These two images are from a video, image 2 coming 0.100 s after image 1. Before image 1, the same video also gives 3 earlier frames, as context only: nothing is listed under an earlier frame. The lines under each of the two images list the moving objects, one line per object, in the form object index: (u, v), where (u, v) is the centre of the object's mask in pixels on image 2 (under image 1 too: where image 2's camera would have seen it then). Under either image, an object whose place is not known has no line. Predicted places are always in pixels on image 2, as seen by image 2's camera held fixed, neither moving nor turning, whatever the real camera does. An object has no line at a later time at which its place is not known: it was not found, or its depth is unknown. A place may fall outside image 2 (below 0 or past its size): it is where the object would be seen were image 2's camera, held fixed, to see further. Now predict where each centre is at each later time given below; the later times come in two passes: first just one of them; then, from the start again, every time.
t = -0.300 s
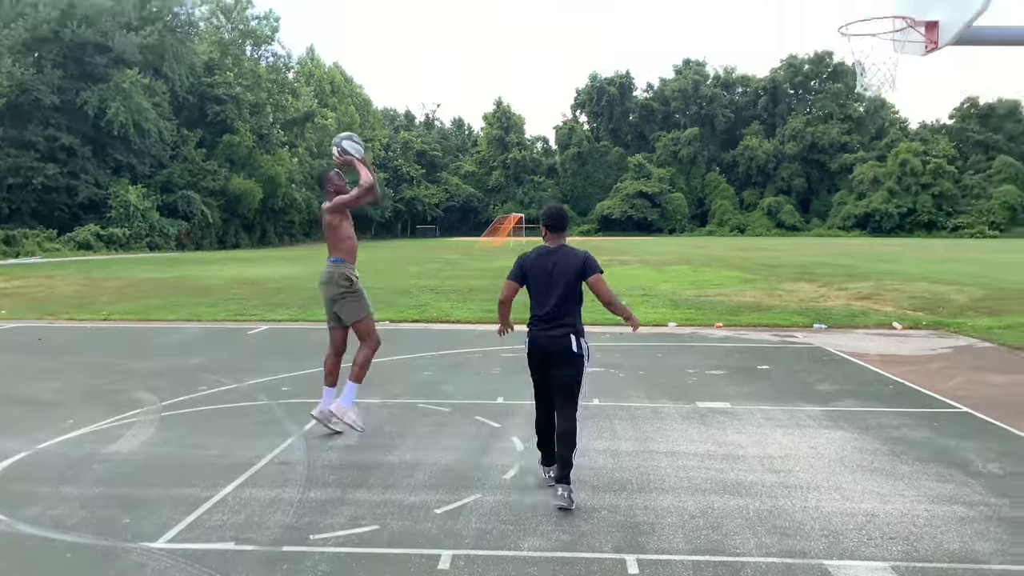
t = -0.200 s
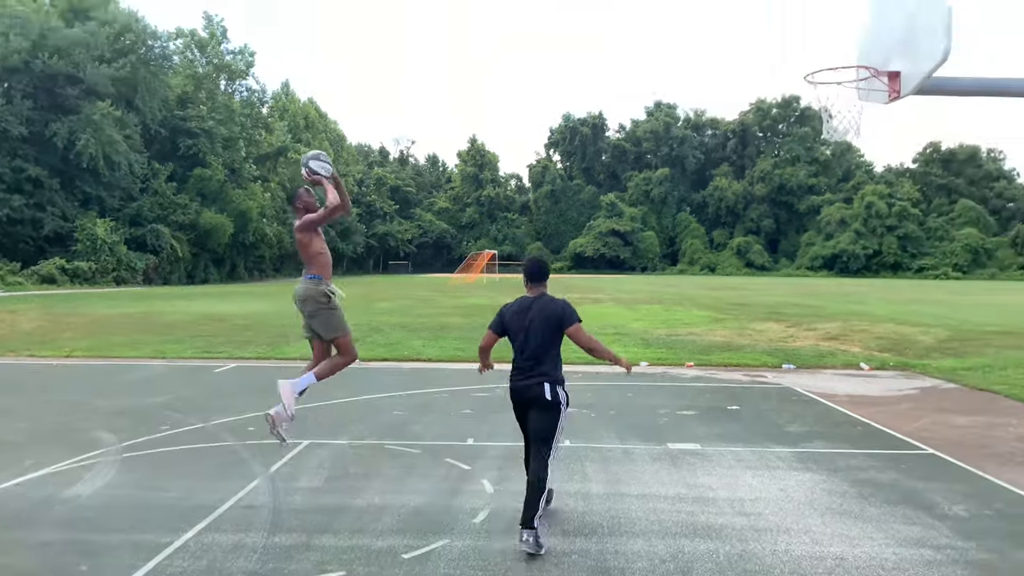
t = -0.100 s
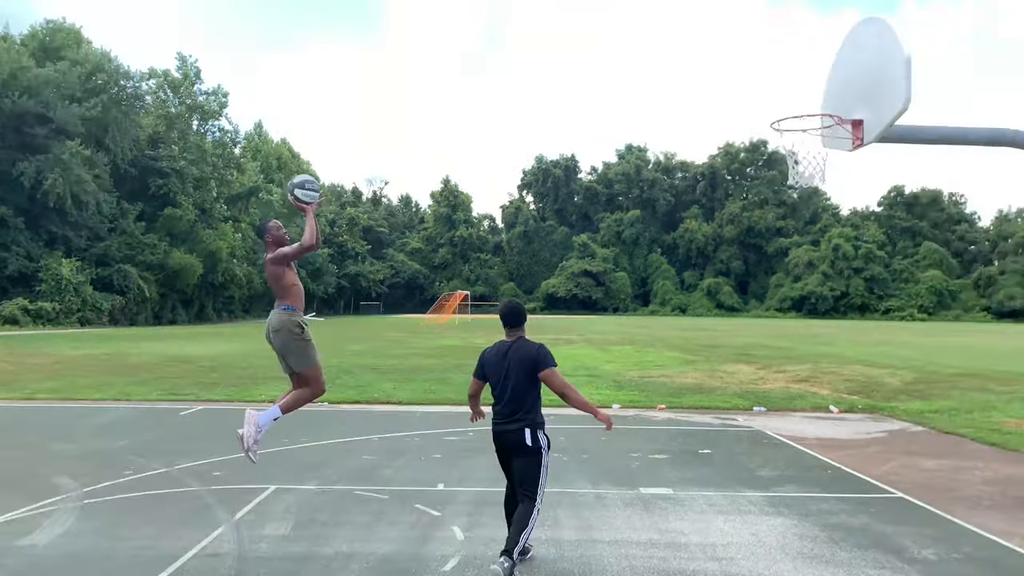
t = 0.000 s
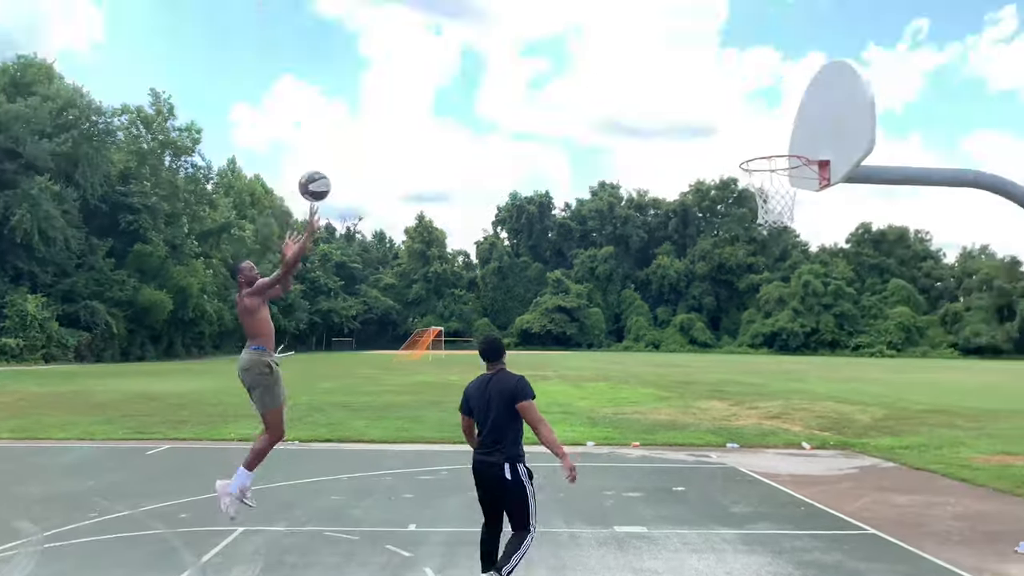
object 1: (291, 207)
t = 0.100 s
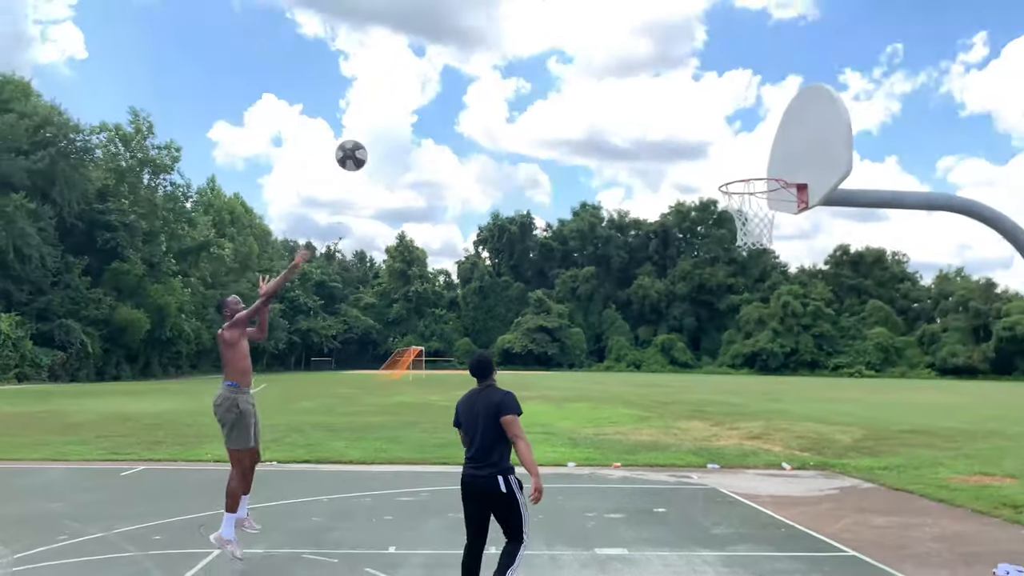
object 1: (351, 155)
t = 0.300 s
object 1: (463, 93)
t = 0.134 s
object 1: (369, 141)
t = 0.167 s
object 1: (388, 129)
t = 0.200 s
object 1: (406, 118)
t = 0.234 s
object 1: (426, 108)
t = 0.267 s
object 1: (444, 100)
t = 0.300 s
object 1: (463, 93)
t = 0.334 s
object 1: (483, 86)
